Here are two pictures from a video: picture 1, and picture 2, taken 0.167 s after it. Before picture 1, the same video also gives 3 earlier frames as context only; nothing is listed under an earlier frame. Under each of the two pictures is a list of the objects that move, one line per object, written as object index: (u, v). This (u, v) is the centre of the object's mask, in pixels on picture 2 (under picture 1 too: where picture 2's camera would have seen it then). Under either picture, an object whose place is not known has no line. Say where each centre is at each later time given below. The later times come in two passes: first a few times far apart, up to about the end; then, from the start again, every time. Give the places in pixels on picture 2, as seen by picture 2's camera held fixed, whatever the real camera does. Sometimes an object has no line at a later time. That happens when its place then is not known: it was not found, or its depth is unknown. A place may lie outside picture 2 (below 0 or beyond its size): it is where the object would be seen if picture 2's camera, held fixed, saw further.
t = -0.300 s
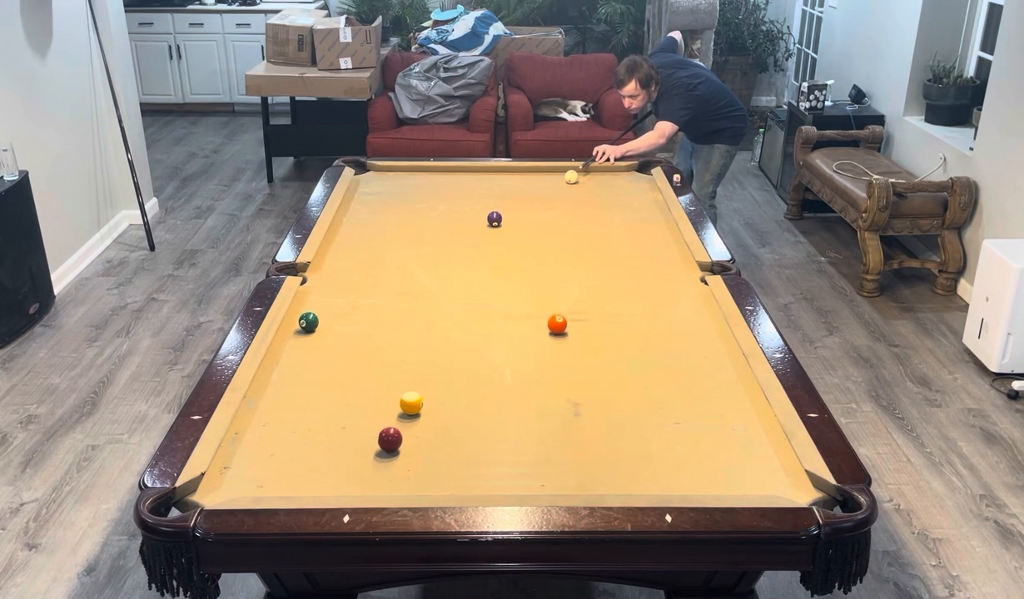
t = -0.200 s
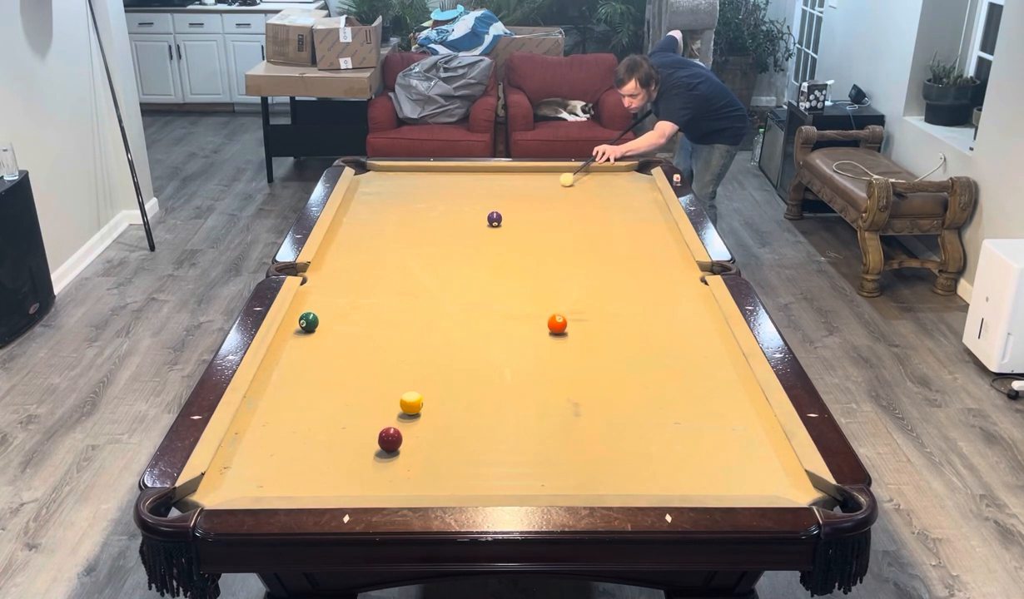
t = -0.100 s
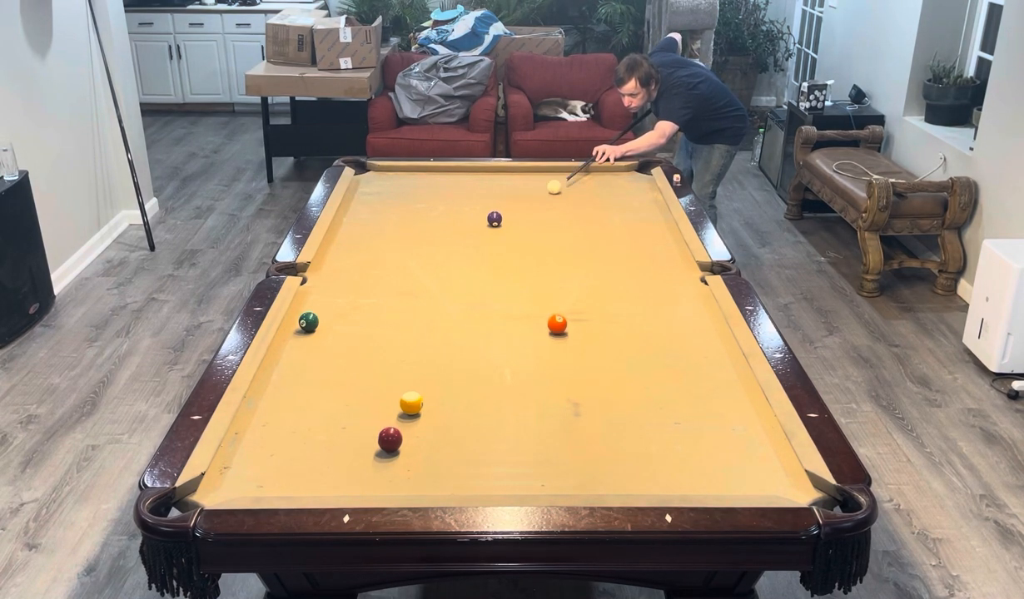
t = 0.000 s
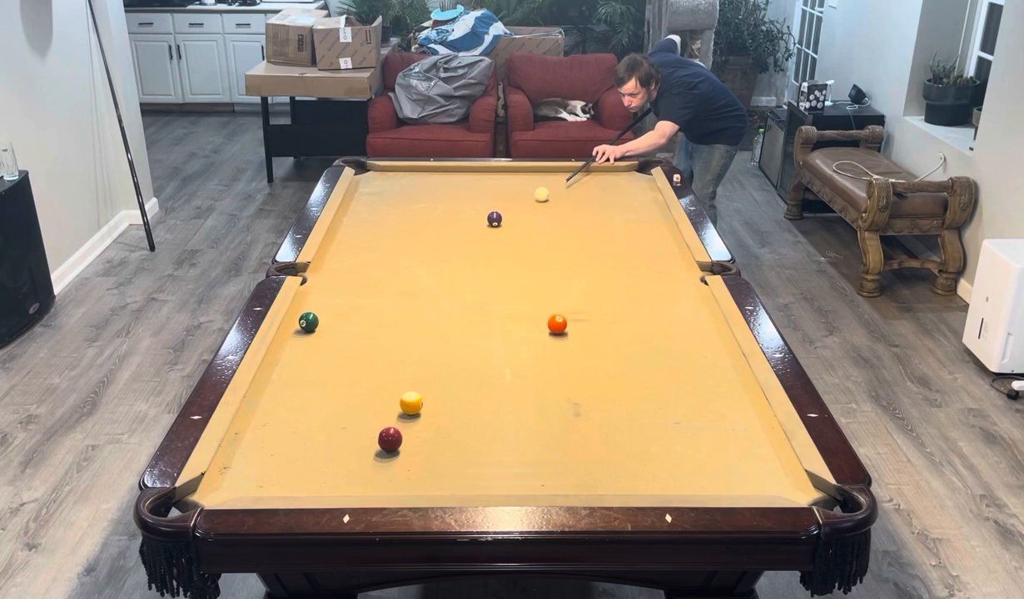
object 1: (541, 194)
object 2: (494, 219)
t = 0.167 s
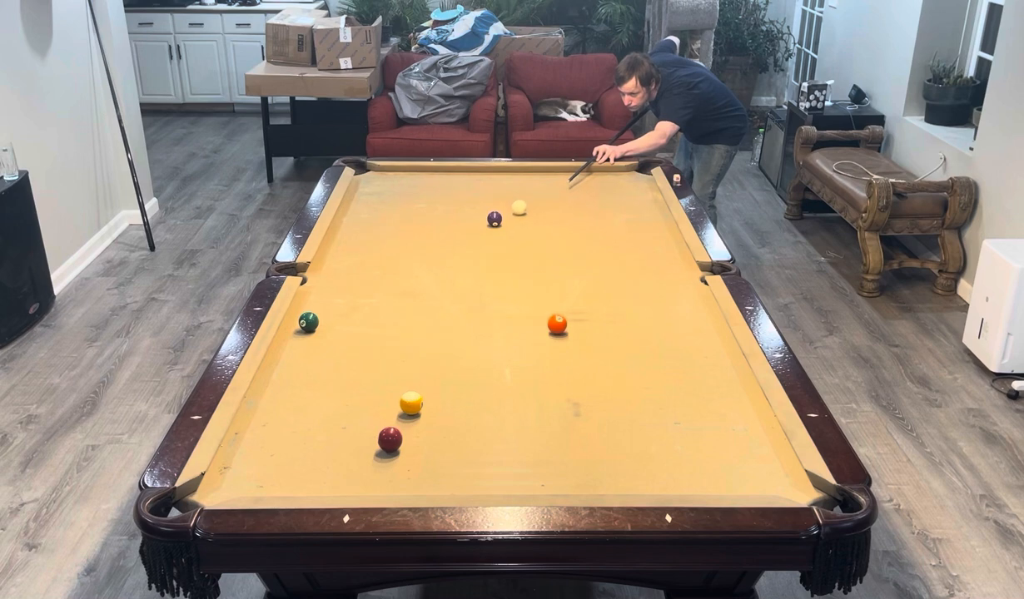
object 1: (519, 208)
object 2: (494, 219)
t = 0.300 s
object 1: (507, 217)
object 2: (487, 221)
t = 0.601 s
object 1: (514, 227)
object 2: (440, 235)
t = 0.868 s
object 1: (517, 238)
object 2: (401, 247)
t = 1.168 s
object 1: (521, 249)
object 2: (355, 260)
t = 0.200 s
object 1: (514, 210)
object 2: (494, 219)
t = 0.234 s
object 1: (510, 213)
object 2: (494, 219)
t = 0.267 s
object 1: (506, 215)
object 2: (493, 220)
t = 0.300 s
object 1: (507, 217)
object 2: (487, 221)
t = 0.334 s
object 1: (509, 218)
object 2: (481, 223)
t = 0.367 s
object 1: (510, 219)
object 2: (475, 225)
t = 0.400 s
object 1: (511, 220)
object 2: (470, 227)
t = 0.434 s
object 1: (511, 221)
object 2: (465, 228)
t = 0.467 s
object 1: (512, 222)
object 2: (460, 230)
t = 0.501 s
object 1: (512, 224)
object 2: (455, 231)
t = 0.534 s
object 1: (513, 225)
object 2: (451, 232)
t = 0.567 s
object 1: (513, 226)
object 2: (446, 234)
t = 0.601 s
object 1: (514, 227)
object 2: (440, 235)
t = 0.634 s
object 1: (514, 229)
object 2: (436, 237)
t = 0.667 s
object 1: (514, 230)
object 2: (431, 238)
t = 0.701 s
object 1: (515, 231)
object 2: (426, 240)
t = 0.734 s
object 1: (515, 233)
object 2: (421, 241)
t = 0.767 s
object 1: (516, 234)
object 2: (416, 242)
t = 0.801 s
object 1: (516, 236)
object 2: (411, 244)
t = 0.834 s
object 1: (517, 237)
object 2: (406, 245)
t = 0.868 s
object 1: (517, 238)
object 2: (401, 247)
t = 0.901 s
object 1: (518, 239)
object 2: (396, 248)
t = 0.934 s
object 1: (518, 241)
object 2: (391, 250)
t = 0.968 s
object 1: (518, 242)
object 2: (386, 251)
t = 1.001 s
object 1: (519, 243)
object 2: (381, 253)
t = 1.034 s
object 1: (519, 244)
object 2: (375, 254)
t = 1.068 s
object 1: (520, 245)
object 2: (370, 256)
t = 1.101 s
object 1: (520, 247)
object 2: (365, 257)
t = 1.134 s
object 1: (521, 248)
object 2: (360, 259)
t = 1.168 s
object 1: (521, 249)
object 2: (355, 260)
